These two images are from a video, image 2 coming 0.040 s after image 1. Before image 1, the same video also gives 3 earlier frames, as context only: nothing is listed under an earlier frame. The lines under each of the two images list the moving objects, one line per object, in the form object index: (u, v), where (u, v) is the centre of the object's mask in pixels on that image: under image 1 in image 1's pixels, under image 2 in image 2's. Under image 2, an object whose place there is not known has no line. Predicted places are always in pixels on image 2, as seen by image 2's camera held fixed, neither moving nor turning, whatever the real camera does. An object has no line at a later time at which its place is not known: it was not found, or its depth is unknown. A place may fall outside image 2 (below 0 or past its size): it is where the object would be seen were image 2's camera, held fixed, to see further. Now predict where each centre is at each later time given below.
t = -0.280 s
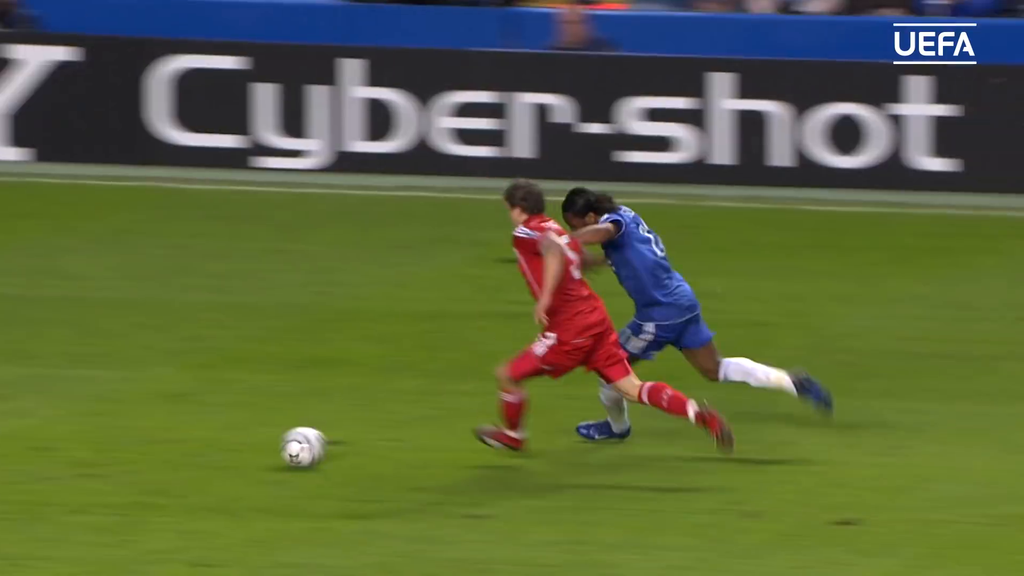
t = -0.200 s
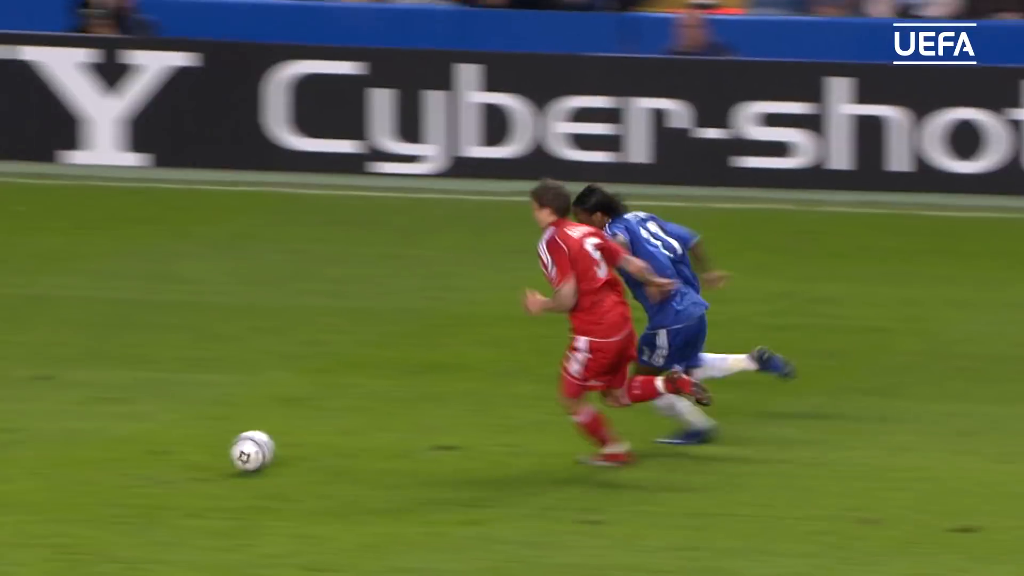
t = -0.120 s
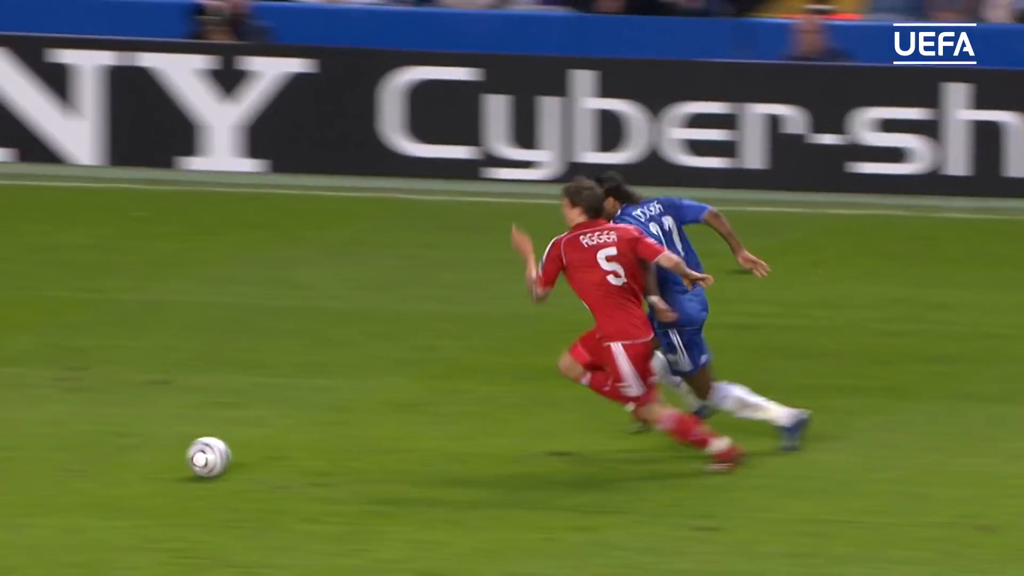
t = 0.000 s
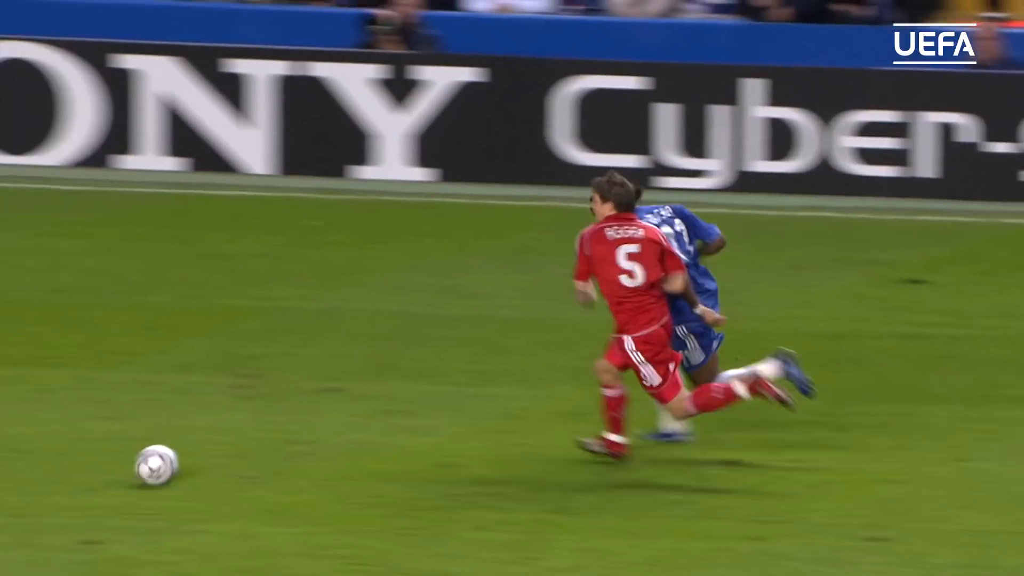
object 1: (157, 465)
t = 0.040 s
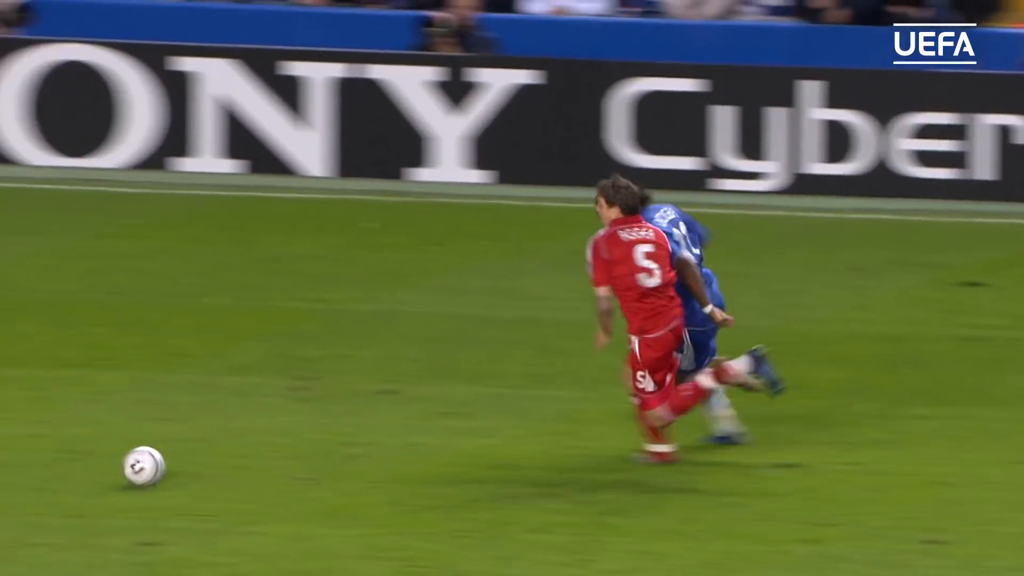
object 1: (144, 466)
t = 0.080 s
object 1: (75, 464)
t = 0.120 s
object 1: (6, 464)
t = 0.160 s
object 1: (-66, 467)
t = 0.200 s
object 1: (-132, 469)
